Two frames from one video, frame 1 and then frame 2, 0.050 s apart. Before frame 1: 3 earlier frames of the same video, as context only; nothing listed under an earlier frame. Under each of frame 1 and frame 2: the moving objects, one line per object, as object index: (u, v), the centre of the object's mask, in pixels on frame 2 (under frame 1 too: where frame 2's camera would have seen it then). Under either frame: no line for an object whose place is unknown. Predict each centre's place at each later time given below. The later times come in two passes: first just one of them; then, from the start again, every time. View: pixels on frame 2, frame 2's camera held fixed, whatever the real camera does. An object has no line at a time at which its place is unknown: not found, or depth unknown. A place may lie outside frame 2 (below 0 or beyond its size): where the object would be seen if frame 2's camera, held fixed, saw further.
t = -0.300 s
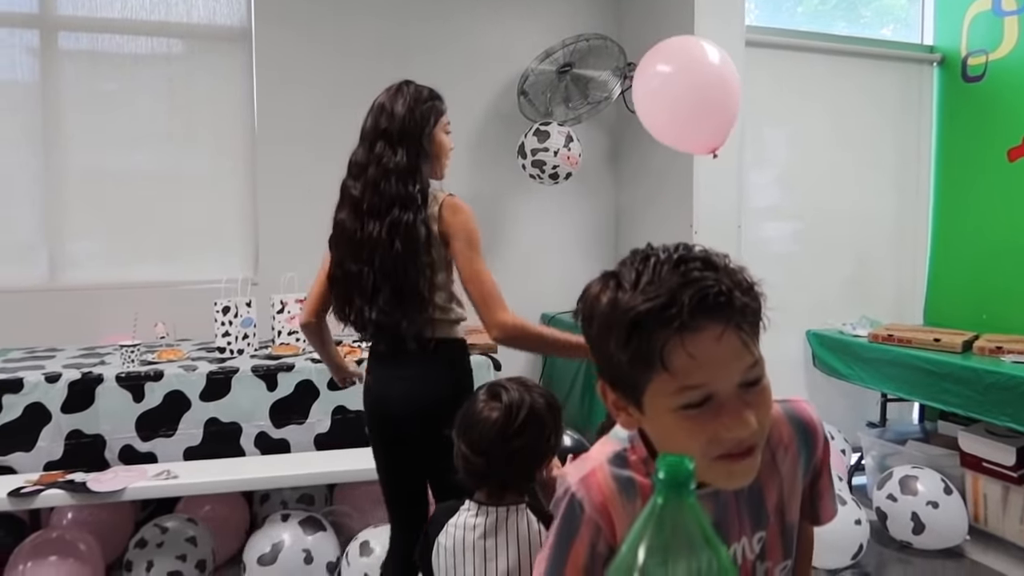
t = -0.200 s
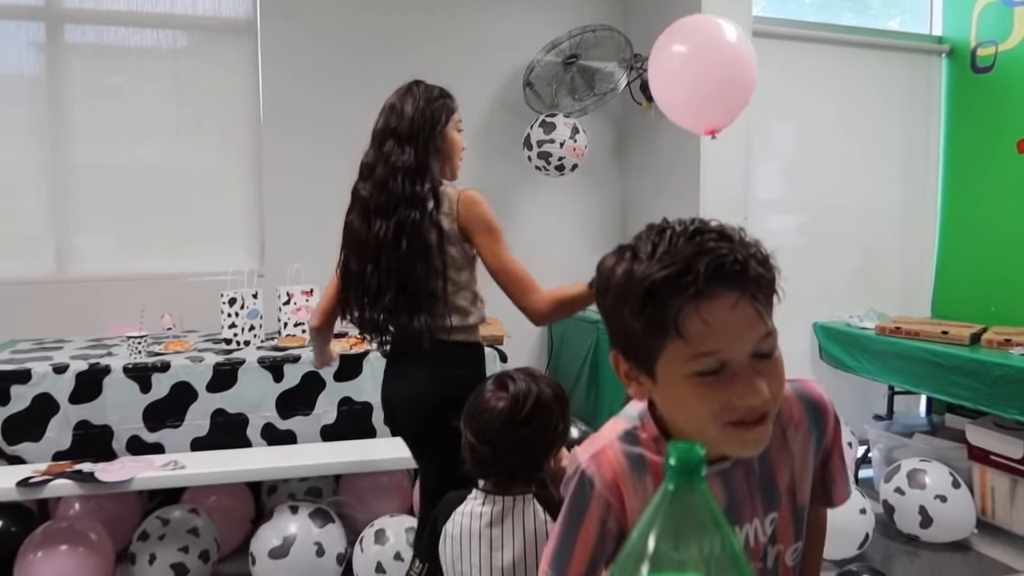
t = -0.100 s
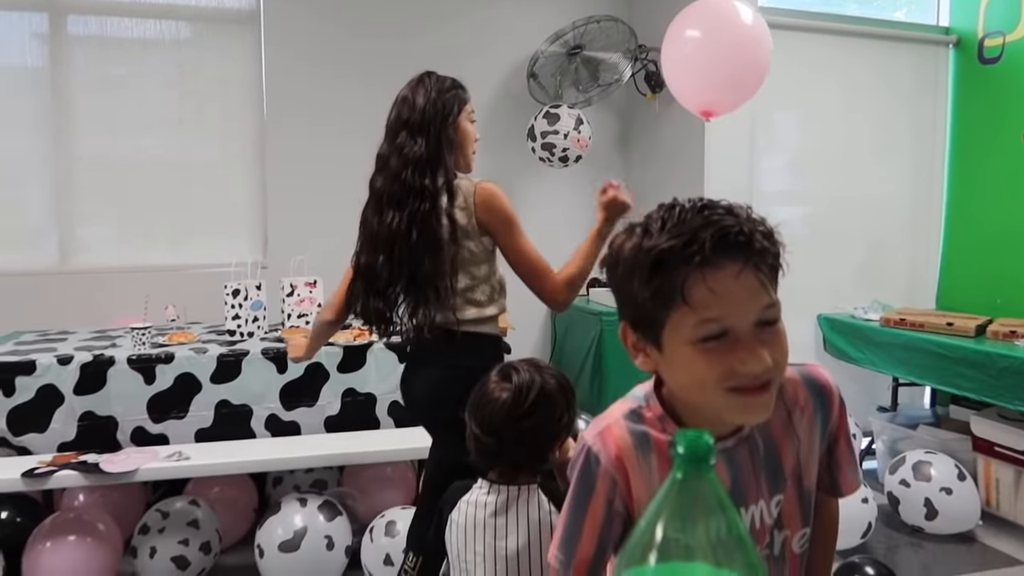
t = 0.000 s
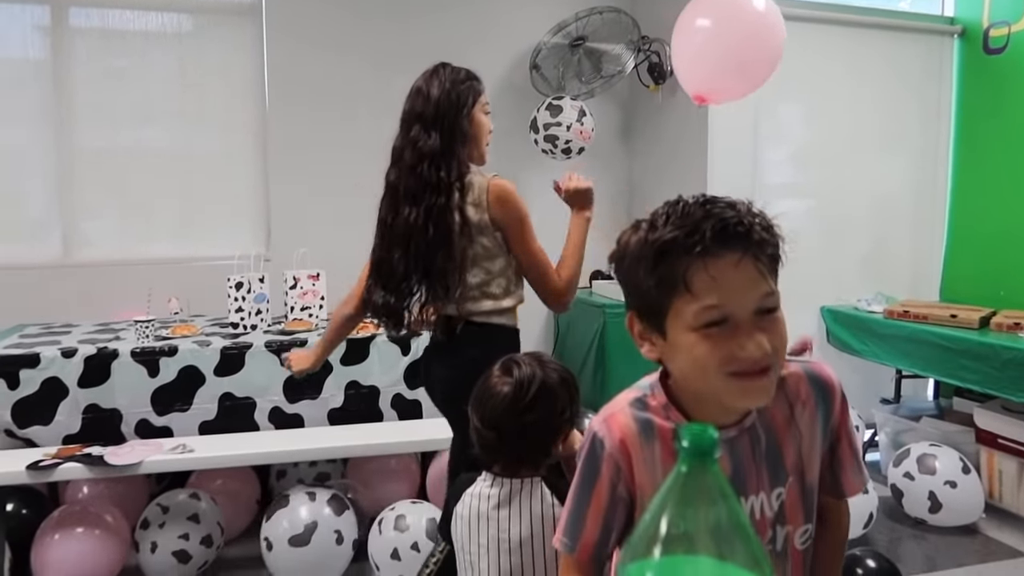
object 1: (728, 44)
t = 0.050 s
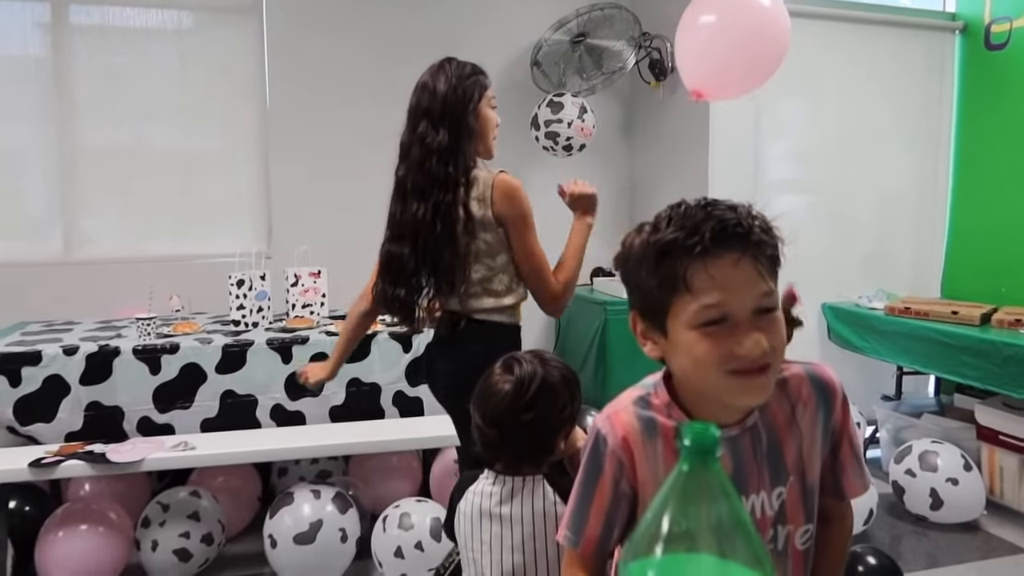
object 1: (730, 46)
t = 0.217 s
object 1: (740, 50)
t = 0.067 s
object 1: (731, 46)
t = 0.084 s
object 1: (733, 46)
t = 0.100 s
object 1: (733, 47)
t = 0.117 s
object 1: (734, 47)
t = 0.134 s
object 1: (735, 47)
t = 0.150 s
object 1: (736, 48)
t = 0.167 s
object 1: (737, 48)
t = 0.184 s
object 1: (738, 49)
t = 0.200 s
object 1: (739, 49)
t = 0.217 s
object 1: (740, 50)
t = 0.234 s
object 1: (740, 50)
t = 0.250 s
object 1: (741, 51)
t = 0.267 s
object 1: (741, 52)
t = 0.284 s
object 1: (742, 52)
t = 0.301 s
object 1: (743, 53)
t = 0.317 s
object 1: (744, 55)
